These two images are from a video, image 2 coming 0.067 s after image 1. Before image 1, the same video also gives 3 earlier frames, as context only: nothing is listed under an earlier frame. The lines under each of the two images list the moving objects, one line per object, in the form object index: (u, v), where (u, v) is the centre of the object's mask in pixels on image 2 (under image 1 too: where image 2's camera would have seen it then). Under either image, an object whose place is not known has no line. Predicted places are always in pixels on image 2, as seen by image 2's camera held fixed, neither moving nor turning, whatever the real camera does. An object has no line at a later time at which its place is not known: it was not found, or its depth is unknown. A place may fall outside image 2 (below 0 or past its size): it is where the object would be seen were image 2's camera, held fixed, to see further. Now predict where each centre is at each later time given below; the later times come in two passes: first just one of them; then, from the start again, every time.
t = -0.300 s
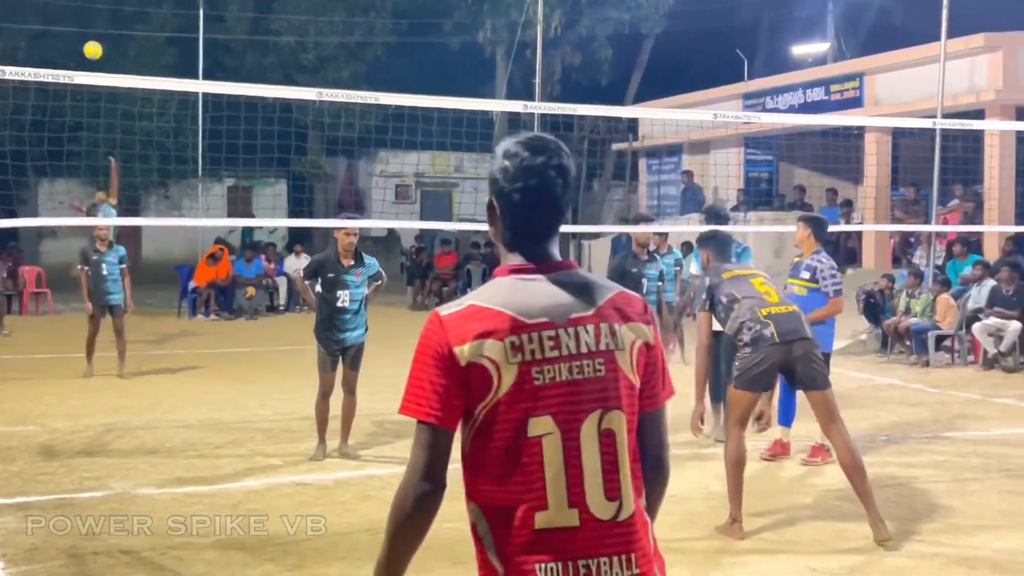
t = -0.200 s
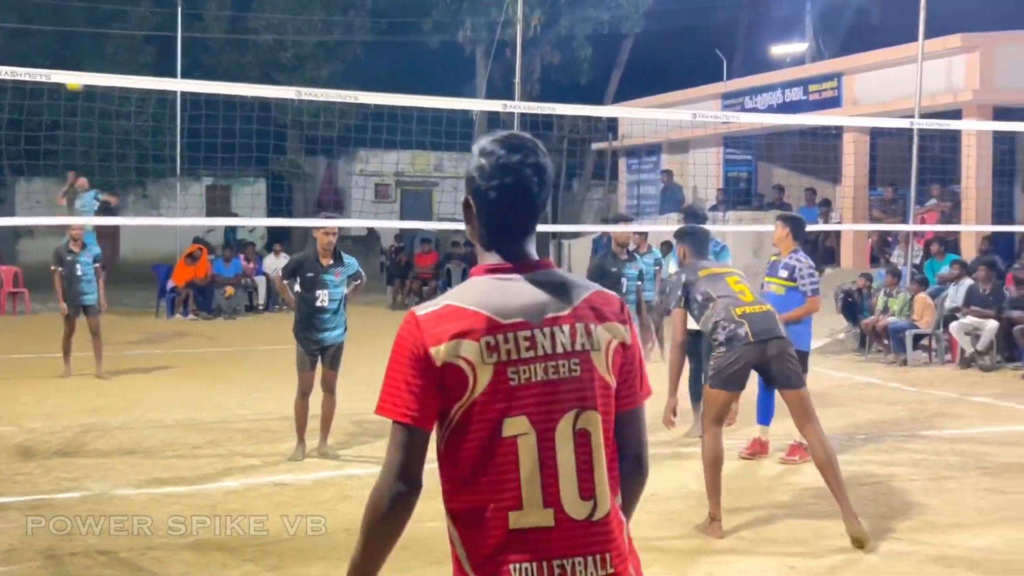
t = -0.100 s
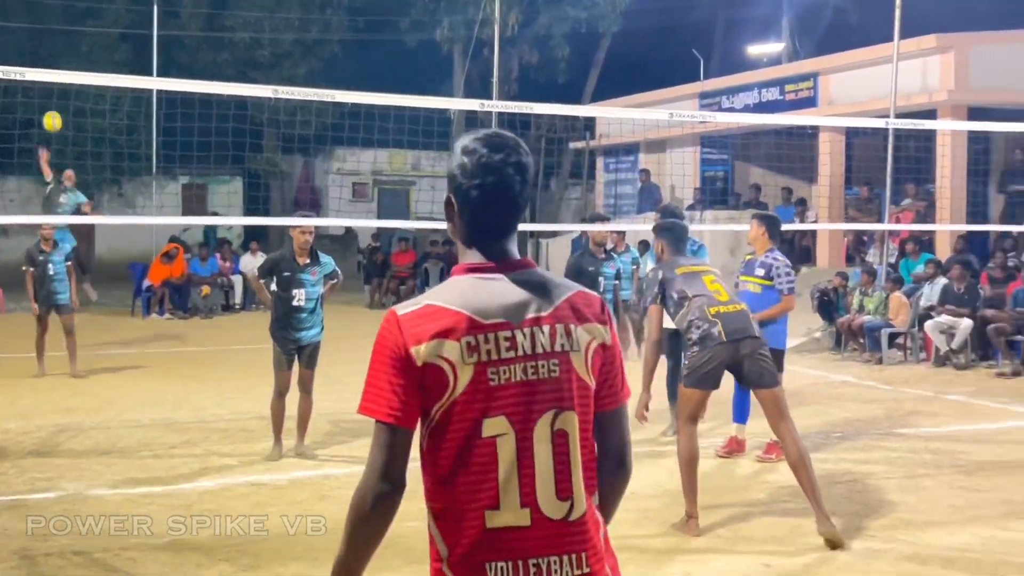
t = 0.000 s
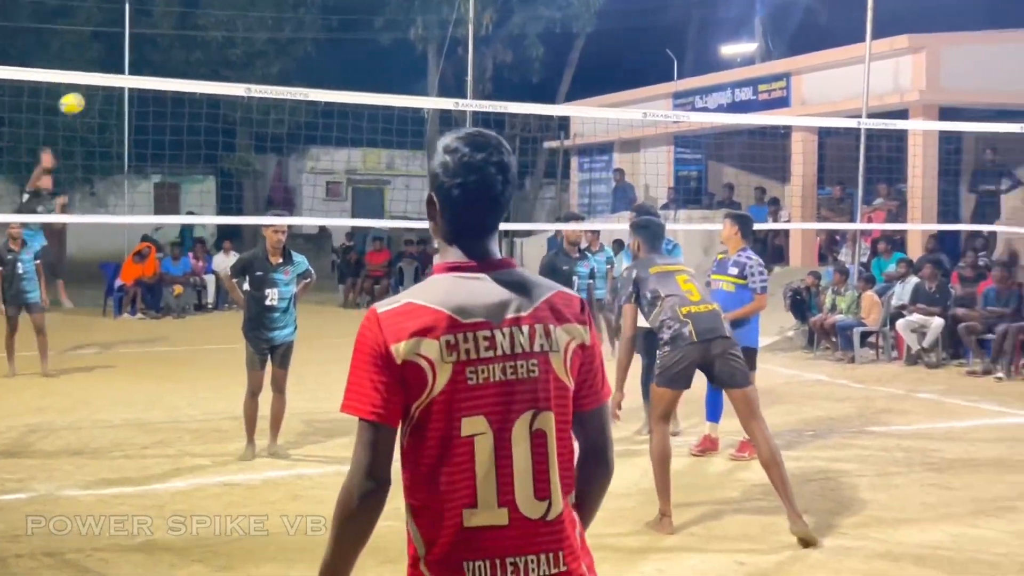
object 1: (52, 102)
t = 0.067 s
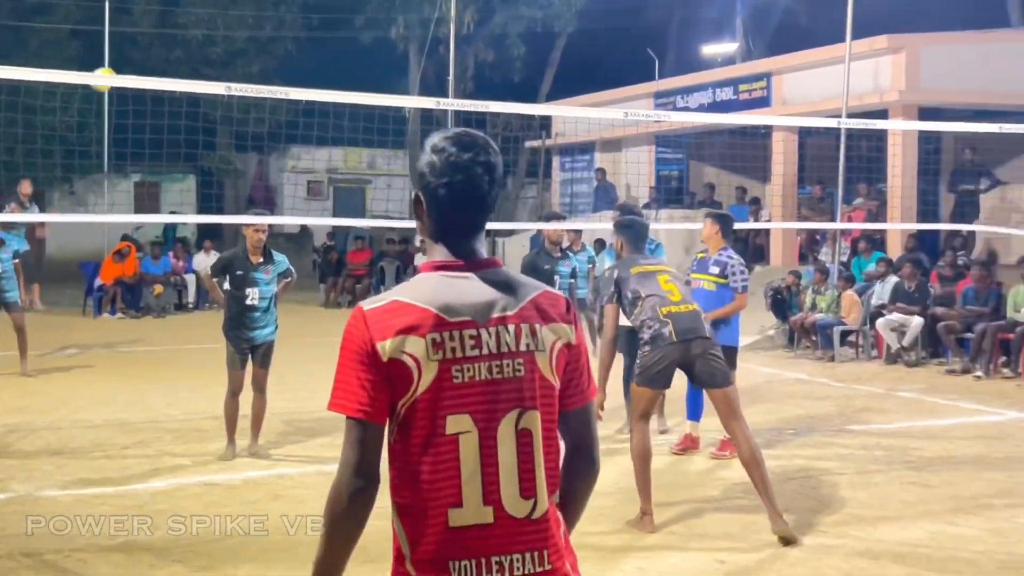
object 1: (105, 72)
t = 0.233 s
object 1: (273, 40)
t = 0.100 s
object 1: (131, 67)
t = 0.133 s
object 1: (161, 60)
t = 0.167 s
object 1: (195, 52)
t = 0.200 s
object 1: (232, 45)
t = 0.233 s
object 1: (273, 40)
